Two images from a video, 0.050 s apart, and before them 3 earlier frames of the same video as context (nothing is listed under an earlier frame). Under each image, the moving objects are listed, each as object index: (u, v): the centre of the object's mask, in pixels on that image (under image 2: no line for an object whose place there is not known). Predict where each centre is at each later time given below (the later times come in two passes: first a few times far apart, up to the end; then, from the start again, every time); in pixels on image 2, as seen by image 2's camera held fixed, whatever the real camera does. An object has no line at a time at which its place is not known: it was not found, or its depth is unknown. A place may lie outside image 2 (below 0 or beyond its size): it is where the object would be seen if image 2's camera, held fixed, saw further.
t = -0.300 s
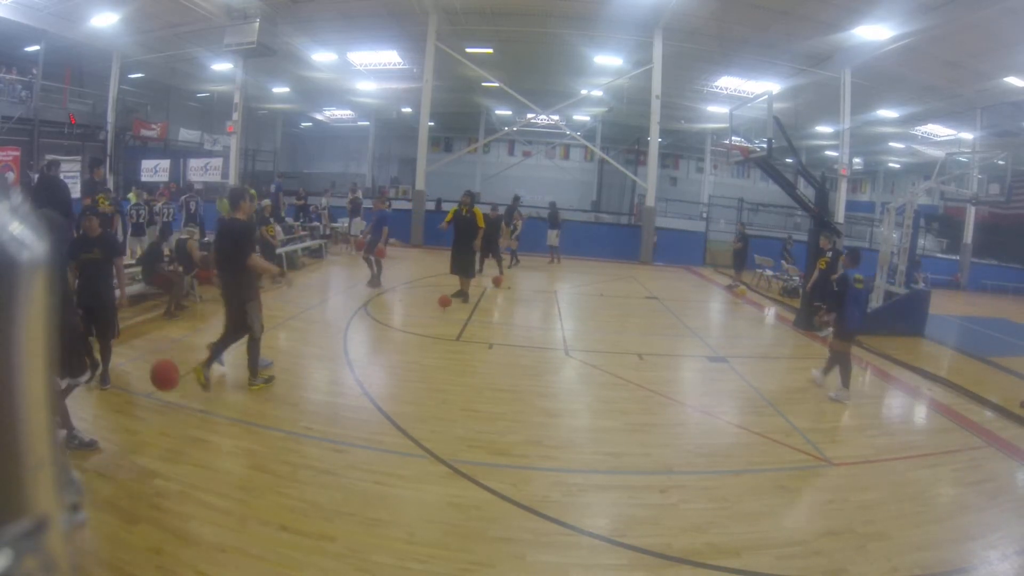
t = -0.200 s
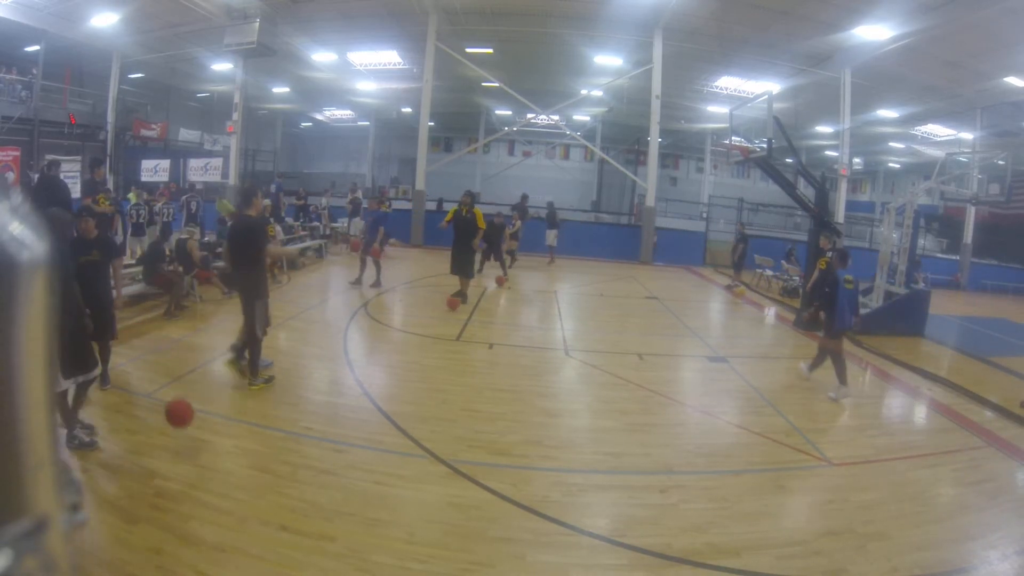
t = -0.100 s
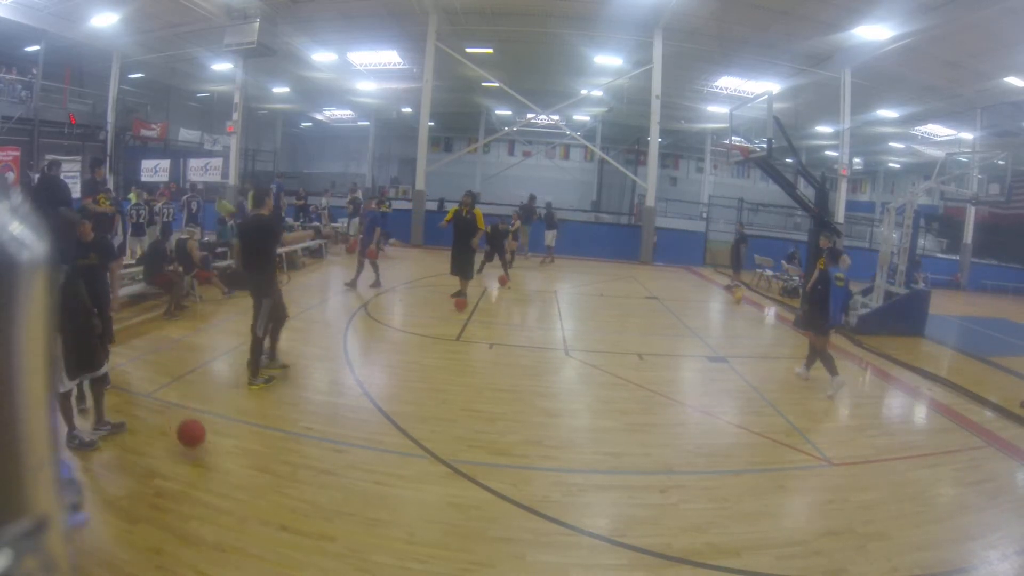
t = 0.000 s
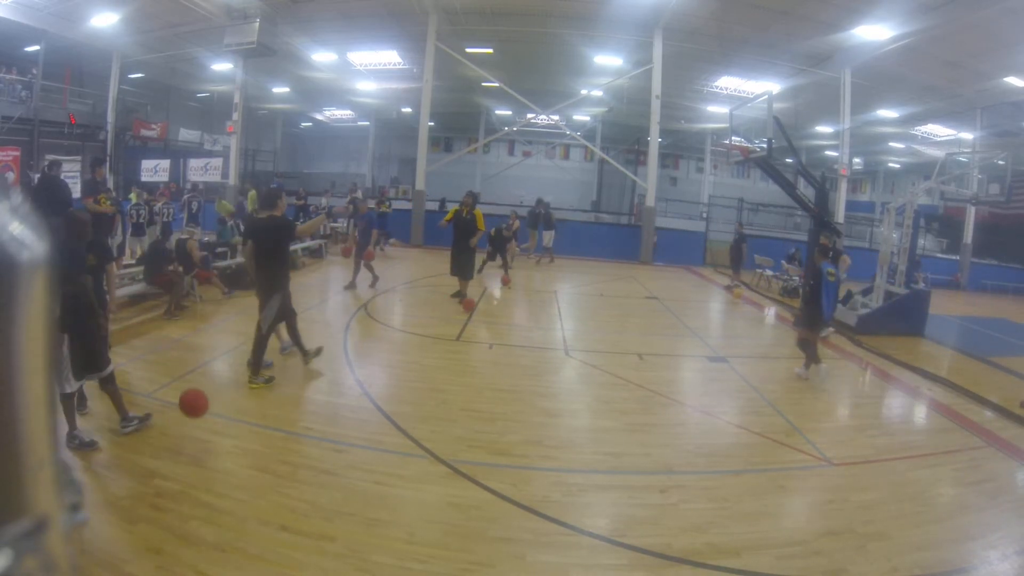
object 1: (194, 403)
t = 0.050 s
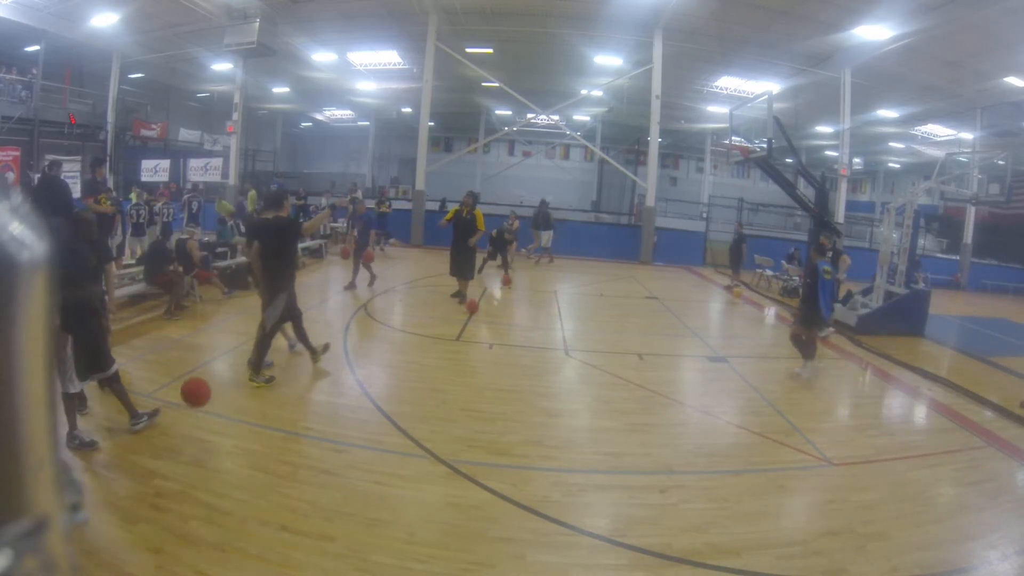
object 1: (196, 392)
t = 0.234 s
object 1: (208, 378)
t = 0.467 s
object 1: (232, 421)
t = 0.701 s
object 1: (250, 412)
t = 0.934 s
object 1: (270, 413)
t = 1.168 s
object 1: (292, 441)
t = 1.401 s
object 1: (308, 427)
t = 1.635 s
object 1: (328, 452)
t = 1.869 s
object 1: (346, 445)
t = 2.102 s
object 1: (366, 454)
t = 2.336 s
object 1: (386, 473)
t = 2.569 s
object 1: (404, 466)
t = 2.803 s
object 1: (422, 469)
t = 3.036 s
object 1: (440, 475)
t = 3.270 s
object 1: (461, 481)
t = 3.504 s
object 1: (481, 491)
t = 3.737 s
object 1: (500, 493)
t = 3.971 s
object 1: (518, 499)
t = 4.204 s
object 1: (536, 505)
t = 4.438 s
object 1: (555, 510)
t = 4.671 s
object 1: (575, 515)
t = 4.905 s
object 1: (594, 522)
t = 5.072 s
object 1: (607, 525)
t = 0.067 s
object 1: (196, 389)
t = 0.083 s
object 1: (198, 386)
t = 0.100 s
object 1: (199, 384)
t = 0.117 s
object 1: (200, 382)
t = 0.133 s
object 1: (201, 380)
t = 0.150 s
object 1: (202, 379)
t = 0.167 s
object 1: (203, 378)
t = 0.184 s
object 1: (204, 378)
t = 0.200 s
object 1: (205, 377)
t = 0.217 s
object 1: (207, 377)
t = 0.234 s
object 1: (208, 378)
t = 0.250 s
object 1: (209, 379)
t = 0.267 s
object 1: (211, 380)
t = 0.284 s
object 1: (213, 381)
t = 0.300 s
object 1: (214, 383)
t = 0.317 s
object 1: (216, 385)
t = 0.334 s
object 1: (217, 388)
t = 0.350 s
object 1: (219, 391)
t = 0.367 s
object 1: (221, 394)
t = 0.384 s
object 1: (223, 398)
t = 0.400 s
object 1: (224, 402)
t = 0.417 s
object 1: (226, 406)
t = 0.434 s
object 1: (228, 411)
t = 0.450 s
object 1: (230, 416)
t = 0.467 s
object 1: (232, 421)
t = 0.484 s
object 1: (234, 426)
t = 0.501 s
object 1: (236, 432)
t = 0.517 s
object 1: (239, 439)
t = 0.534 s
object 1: (241, 447)
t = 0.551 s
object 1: (242, 447)
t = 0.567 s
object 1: (243, 441)
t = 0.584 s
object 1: (243, 436)
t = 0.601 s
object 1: (244, 431)
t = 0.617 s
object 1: (245, 427)
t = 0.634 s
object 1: (246, 424)
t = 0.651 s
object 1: (247, 420)
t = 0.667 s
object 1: (248, 417)
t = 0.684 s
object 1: (249, 414)
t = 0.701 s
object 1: (250, 412)
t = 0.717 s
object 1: (251, 409)
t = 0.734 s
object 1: (252, 408)
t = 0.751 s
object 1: (253, 406)
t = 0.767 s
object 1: (255, 405)
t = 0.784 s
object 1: (256, 404)
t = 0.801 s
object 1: (257, 404)
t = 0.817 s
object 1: (259, 404)
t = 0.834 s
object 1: (260, 404)
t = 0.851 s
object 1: (262, 405)
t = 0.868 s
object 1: (263, 406)
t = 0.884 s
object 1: (265, 407)
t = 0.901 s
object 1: (266, 409)
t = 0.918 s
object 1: (268, 411)
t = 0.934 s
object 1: (270, 413)
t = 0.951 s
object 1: (272, 416)
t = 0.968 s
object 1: (274, 419)
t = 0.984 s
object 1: (275, 423)
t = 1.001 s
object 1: (277, 426)
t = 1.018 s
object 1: (279, 431)
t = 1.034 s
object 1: (281, 435)
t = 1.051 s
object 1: (283, 440)
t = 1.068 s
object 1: (286, 445)
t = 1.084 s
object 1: (288, 452)
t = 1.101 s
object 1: (290, 455)
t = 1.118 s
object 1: (291, 454)
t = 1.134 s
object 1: (291, 448)
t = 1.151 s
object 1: (292, 444)
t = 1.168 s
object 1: (292, 441)
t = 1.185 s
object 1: (293, 438)
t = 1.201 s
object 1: (294, 435)
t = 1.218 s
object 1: (295, 432)
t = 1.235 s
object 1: (296, 430)
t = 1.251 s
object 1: (297, 428)
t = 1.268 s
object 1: (298, 427)
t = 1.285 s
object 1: (299, 426)
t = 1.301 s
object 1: (300, 425)
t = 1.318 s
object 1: (302, 425)
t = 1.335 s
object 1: (303, 424)
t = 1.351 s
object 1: (304, 425)
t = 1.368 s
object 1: (306, 425)
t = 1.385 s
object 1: (307, 426)
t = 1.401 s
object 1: (308, 427)
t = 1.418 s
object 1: (309, 429)
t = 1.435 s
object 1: (311, 431)
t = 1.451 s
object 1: (312, 433)
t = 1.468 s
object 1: (314, 436)
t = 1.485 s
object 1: (315, 438)
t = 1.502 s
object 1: (317, 442)
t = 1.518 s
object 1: (318, 446)
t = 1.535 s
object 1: (320, 450)
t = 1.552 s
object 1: (322, 454)
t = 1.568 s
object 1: (323, 460)
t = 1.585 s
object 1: (325, 461)
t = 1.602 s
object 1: (326, 459)
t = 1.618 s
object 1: (327, 454)
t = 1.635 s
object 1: (328, 452)
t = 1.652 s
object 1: (329, 449)
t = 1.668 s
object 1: (330, 447)
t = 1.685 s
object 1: (331, 445)
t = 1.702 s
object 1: (332, 443)
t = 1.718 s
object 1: (333, 442)
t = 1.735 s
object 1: (334, 441)
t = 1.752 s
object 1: (336, 440)
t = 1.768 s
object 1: (337, 440)
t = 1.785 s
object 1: (339, 440)
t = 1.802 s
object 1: (340, 440)
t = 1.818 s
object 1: (341, 441)
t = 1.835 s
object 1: (343, 442)
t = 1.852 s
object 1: (344, 443)
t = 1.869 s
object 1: (346, 445)
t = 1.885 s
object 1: (348, 447)
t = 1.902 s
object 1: (349, 450)
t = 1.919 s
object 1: (351, 452)
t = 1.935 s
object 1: (352, 455)
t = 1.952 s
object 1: (354, 459)
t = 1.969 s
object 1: (356, 464)
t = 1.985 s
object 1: (357, 467)
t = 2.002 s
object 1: (359, 467)
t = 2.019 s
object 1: (360, 463)
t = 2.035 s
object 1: (361, 461)
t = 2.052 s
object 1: (362, 458)
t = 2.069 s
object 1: (364, 456)
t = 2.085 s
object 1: (365, 455)
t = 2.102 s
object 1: (366, 454)
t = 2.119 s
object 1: (367, 453)
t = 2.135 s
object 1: (368, 452)
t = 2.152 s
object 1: (370, 452)
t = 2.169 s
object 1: (371, 452)
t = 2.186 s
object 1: (373, 452)
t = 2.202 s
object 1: (374, 453)
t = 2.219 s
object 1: (375, 455)
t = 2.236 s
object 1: (377, 456)
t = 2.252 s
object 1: (379, 458)
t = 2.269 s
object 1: (380, 461)
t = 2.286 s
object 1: (382, 463)
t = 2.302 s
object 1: (383, 466)
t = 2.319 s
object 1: (384, 470)
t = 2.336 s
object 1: (386, 473)
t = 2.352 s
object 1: (387, 471)
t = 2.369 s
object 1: (389, 468)
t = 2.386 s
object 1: (390, 466)
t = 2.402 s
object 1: (391, 464)
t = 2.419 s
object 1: (392, 463)
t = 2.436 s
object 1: (393, 462)
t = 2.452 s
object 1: (395, 461)
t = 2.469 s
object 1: (396, 461)
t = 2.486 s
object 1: (397, 461)
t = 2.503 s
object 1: (399, 461)
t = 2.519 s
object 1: (400, 462)
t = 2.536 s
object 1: (401, 463)
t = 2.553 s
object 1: (402, 464)
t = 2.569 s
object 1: (404, 466)
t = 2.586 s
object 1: (405, 468)
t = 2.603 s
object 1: (407, 470)
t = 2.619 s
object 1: (408, 473)
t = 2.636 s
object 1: (409, 476)
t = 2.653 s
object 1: (410, 476)
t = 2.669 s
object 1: (412, 474)
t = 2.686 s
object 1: (413, 472)
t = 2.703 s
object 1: (414, 470)
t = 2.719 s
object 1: (415, 469)
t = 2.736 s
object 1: (416, 469)
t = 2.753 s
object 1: (418, 468)
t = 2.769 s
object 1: (419, 468)
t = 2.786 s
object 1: (420, 468)
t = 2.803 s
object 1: (422, 469)
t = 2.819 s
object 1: (423, 470)
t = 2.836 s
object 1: (424, 472)
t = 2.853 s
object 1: (425, 473)
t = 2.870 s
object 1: (427, 475)
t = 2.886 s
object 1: (428, 478)
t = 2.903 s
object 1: (430, 480)
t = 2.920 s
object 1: (431, 480)
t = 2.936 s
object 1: (432, 478)
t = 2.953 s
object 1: (433, 476)
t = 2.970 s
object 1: (435, 475)
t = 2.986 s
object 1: (436, 475)
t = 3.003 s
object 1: (437, 475)
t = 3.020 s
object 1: (439, 475)
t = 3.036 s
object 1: (440, 475)
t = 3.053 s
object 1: (442, 476)
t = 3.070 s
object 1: (443, 477)
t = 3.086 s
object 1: (444, 478)
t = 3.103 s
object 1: (446, 480)
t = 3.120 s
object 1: (448, 482)
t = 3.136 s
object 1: (449, 484)
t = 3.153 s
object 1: (450, 483)
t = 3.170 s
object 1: (452, 482)
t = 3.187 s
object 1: (453, 481)
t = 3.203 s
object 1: (455, 479)
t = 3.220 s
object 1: (456, 480)
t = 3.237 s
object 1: (458, 480)
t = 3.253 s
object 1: (459, 481)
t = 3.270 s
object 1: (461, 481)
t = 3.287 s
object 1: (462, 483)
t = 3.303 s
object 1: (464, 485)
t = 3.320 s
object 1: (465, 487)
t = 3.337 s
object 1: (467, 487)
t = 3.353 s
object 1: (468, 487)
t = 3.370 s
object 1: (469, 486)
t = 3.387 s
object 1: (471, 486)
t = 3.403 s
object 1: (472, 485)
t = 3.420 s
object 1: (474, 484)
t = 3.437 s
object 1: (475, 485)
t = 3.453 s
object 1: (476, 487)
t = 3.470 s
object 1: (478, 488)
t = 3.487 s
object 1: (480, 489)
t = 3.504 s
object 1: (481, 491)
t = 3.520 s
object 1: (482, 491)
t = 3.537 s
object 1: (483, 490)
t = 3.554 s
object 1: (485, 490)
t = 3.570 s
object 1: (486, 490)
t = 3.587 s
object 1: (488, 490)
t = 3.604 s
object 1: (489, 491)
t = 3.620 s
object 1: (490, 492)
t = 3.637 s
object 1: (492, 492)
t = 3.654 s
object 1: (493, 493)
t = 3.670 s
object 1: (494, 493)
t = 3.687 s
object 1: (496, 493)
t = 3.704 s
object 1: (497, 493)
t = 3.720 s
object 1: (499, 493)
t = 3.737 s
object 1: (500, 493)
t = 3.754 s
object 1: (501, 494)
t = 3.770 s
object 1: (503, 495)
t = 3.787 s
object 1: (504, 496)
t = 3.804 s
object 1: (505, 496)
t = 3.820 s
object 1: (507, 496)
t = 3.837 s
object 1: (508, 496)
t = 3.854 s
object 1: (509, 496)
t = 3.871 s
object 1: (510, 497)
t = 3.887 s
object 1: (512, 498)
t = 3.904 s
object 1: (513, 498)
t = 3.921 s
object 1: (514, 499)
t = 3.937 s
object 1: (515, 498)
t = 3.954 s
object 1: (517, 498)
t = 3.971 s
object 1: (518, 499)
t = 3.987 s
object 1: (519, 499)
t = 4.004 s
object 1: (521, 500)
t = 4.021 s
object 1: (522, 501)
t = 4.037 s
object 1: (523, 501)
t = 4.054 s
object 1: (525, 500)
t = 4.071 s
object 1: (526, 501)
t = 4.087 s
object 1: (527, 501)
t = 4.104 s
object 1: (528, 502)
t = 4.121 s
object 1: (530, 503)
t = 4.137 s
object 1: (531, 503)
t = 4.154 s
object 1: (532, 503)
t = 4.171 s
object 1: (533, 504)
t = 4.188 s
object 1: (534, 504)
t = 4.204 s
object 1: (536, 505)
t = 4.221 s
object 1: (537, 505)
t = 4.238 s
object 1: (538, 506)
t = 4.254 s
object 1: (540, 506)
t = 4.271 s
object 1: (541, 506)
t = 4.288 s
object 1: (542, 507)
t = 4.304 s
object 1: (544, 506)
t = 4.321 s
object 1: (546, 507)
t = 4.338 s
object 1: (547, 507)
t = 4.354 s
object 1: (548, 508)
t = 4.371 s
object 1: (550, 508)
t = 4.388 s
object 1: (551, 509)
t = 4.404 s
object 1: (552, 509)
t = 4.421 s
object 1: (554, 510)
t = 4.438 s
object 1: (555, 510)
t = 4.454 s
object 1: (557, 510)
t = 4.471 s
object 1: (558, 510)
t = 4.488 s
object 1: (559, 511)
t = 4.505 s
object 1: (561, 511)
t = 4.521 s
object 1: (562, 512)
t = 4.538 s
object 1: (564, 512)
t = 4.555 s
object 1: (565, 513)
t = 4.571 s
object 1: (566, 513)
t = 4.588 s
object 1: (568, 513)
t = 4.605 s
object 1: (569, 514)
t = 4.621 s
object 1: (571, 515)
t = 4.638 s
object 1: (572, 515)
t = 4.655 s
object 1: (573, 515)
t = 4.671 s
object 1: (575, 515)
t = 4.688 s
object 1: (576, 516)
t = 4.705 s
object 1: (577, 517)
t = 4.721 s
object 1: (579, 517)
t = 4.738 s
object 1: (580, 517)
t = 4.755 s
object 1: (582, 517)
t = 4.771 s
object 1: (583, 518)
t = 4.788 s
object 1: (584, 519)
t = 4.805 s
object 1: (586, 519)
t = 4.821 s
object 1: (587, 520)
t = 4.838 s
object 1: (588, 520)
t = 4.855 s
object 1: (590, 520)
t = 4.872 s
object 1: (591, 521)
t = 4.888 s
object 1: (593, 521)
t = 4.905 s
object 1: (594, 522)
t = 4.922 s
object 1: (595, 522)
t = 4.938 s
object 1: (596, 523)
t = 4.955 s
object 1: (598, 523)
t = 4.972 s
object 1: (599, 523)
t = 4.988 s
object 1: (601, 524)
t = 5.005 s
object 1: (602, 524)
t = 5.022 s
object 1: (603, 524)
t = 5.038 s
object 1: (605, 525)
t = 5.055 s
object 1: (606, 525)
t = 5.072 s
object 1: (607, 525)
